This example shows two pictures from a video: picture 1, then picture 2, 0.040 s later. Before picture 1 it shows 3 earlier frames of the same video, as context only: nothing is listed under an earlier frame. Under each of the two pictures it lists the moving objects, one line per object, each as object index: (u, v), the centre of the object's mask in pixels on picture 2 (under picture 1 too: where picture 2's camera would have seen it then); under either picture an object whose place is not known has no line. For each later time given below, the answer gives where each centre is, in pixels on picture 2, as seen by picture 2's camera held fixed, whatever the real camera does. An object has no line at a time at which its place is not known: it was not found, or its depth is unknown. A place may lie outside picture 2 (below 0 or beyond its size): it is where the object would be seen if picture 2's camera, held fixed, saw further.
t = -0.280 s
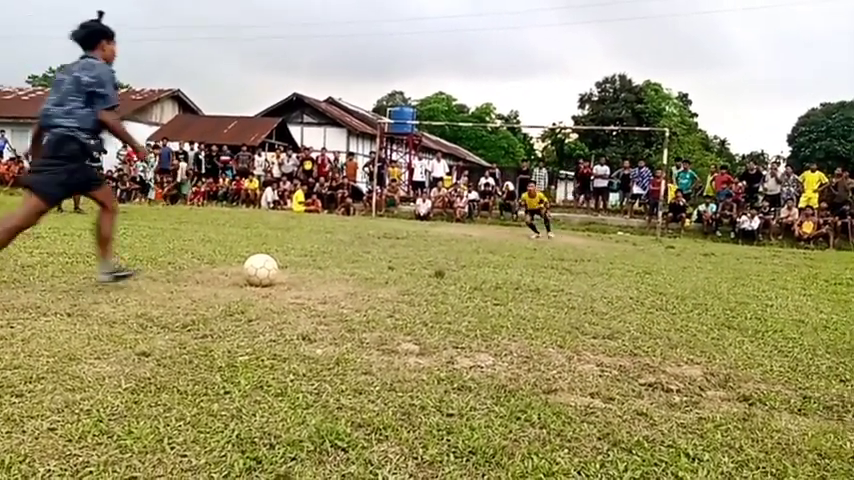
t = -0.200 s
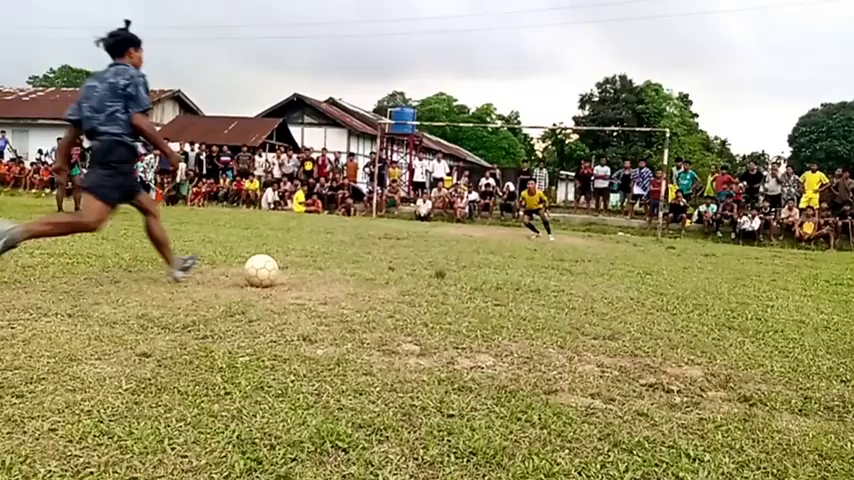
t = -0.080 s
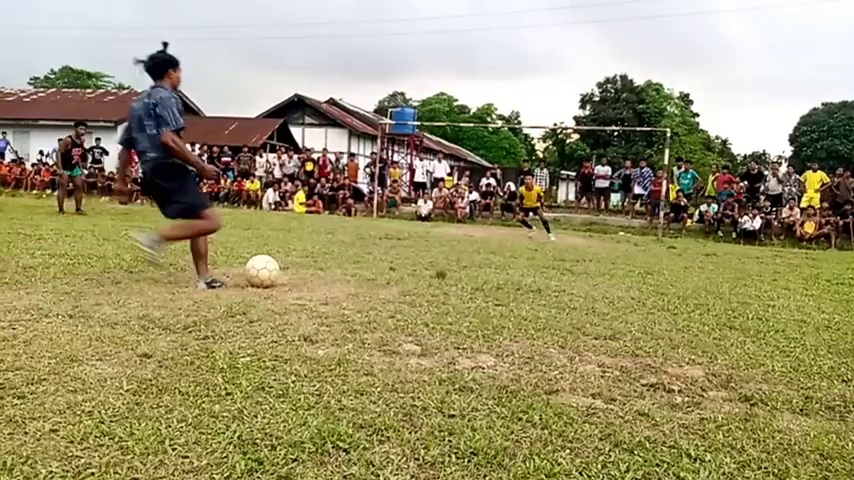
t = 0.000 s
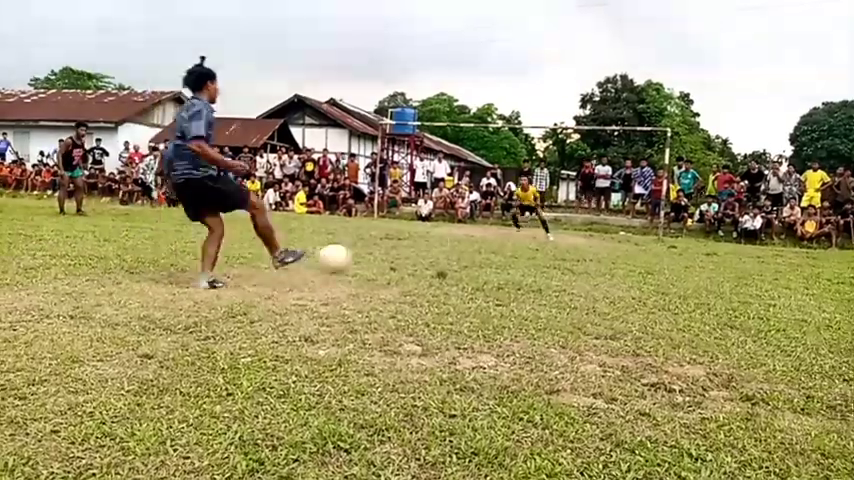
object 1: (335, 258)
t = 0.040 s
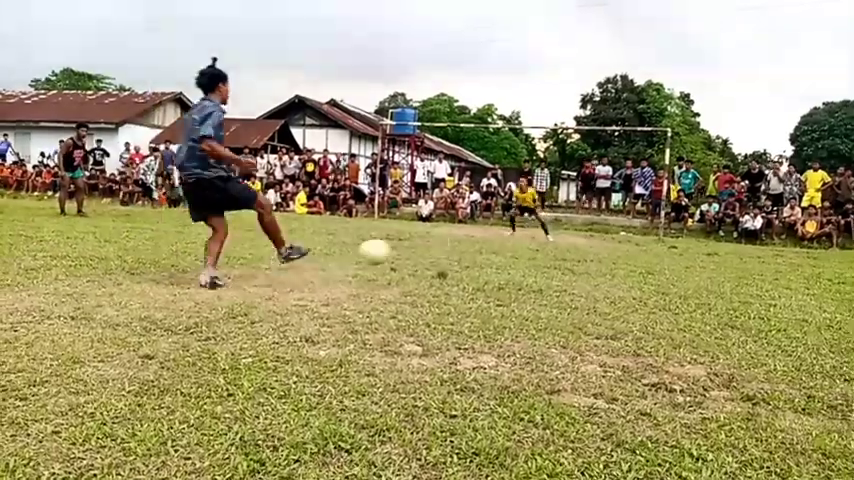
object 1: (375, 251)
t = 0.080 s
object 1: (409, 245)
